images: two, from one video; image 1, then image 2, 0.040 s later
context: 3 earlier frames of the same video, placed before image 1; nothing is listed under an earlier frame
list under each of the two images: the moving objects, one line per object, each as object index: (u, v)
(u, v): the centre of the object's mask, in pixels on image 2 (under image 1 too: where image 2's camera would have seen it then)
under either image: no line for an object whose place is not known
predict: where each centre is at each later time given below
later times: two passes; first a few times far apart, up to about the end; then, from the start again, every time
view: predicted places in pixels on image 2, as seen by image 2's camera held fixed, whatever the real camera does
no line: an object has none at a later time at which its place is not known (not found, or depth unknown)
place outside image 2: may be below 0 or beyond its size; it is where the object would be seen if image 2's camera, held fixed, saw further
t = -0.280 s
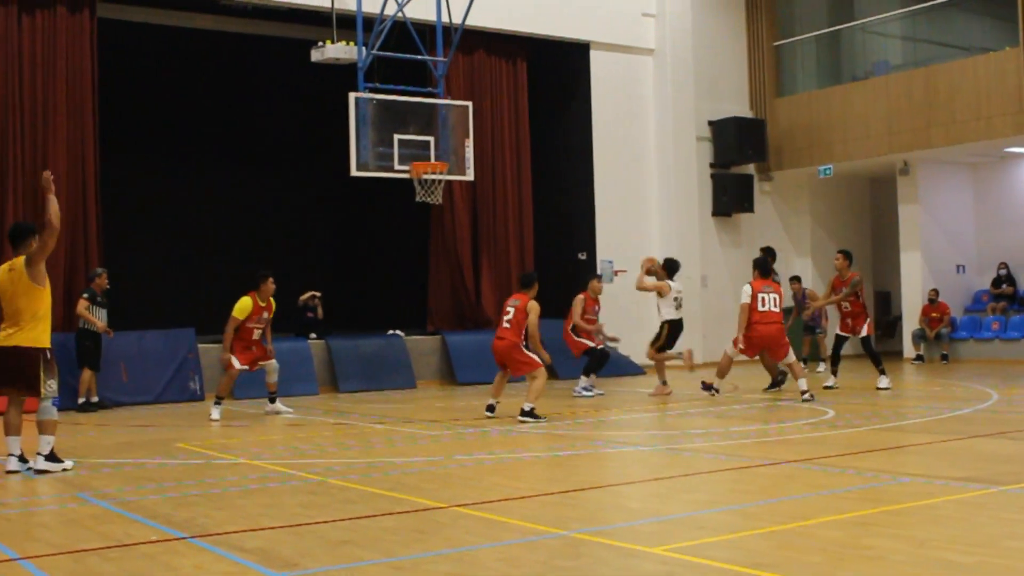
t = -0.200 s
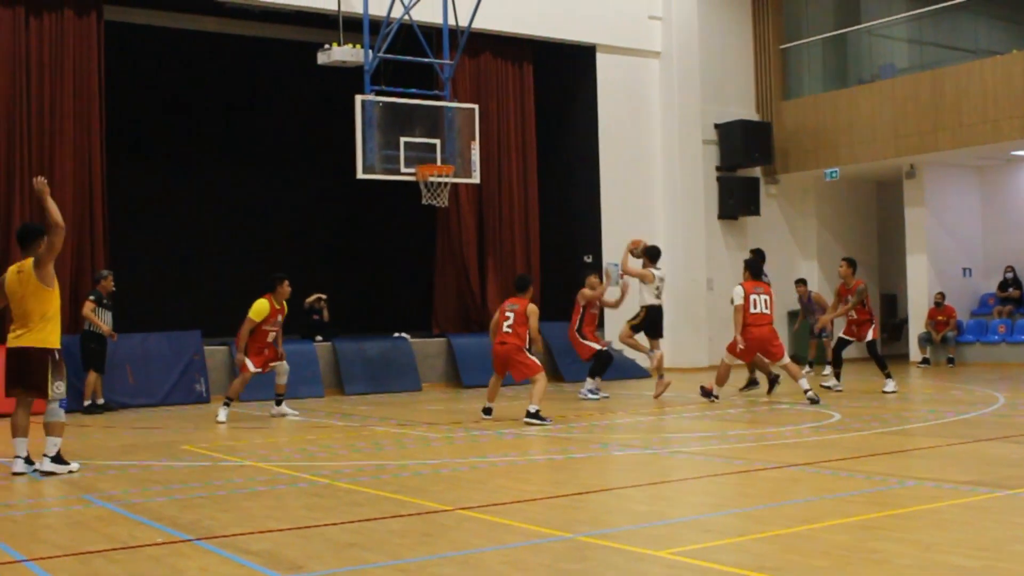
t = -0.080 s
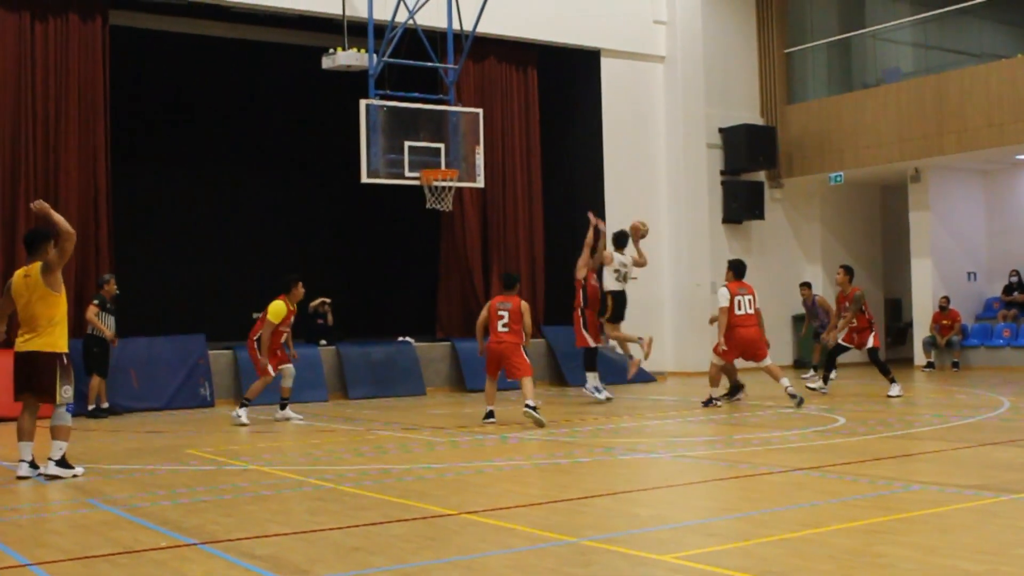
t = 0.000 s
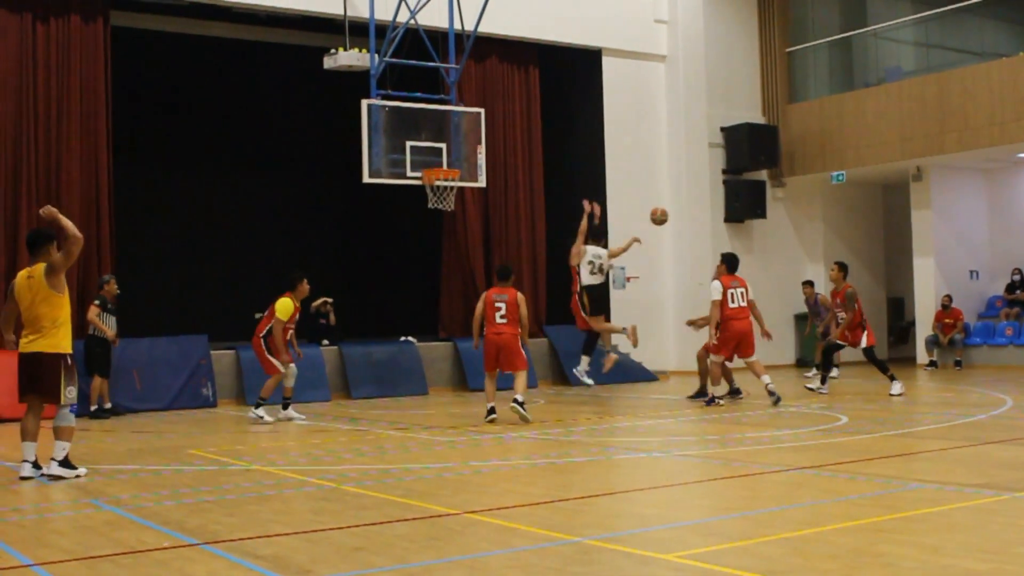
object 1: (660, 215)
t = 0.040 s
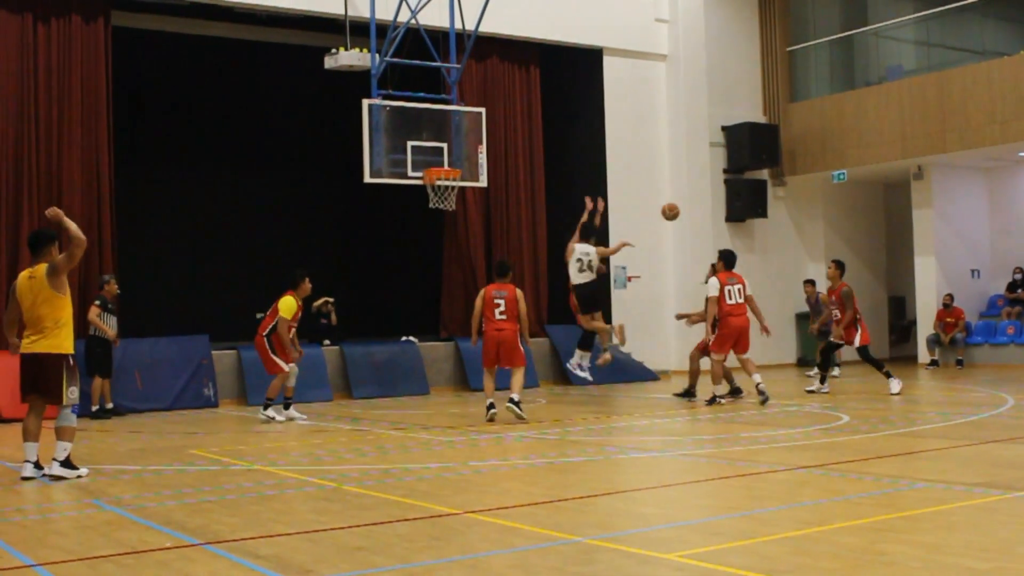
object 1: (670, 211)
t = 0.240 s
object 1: (718, 210)
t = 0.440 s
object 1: (761, 236)
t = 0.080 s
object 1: (680, 209)
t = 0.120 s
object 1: (690, 207)
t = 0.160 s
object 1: (699, 207)
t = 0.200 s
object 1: (709, 208)
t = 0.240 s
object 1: (718, 210)
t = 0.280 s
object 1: (727, 213)
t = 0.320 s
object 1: (735, 217)
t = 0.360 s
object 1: (744, 222)
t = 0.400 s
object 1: (753, 228)
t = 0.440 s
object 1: (761, 236)
